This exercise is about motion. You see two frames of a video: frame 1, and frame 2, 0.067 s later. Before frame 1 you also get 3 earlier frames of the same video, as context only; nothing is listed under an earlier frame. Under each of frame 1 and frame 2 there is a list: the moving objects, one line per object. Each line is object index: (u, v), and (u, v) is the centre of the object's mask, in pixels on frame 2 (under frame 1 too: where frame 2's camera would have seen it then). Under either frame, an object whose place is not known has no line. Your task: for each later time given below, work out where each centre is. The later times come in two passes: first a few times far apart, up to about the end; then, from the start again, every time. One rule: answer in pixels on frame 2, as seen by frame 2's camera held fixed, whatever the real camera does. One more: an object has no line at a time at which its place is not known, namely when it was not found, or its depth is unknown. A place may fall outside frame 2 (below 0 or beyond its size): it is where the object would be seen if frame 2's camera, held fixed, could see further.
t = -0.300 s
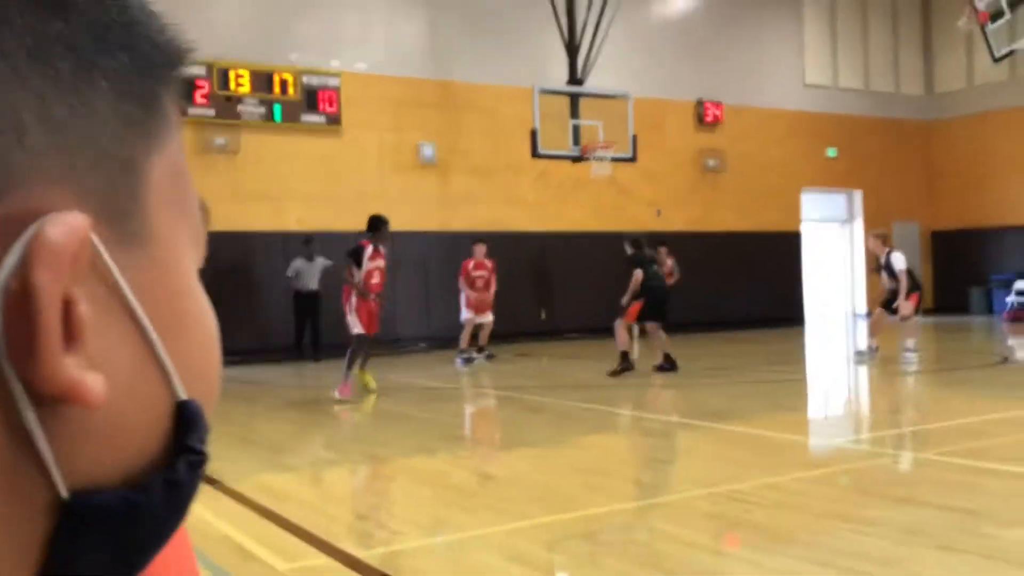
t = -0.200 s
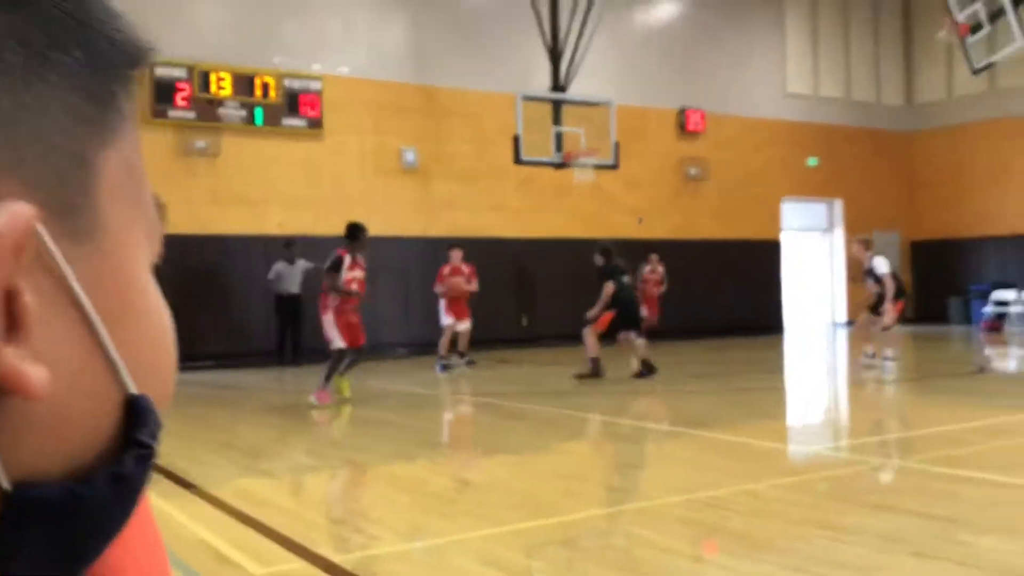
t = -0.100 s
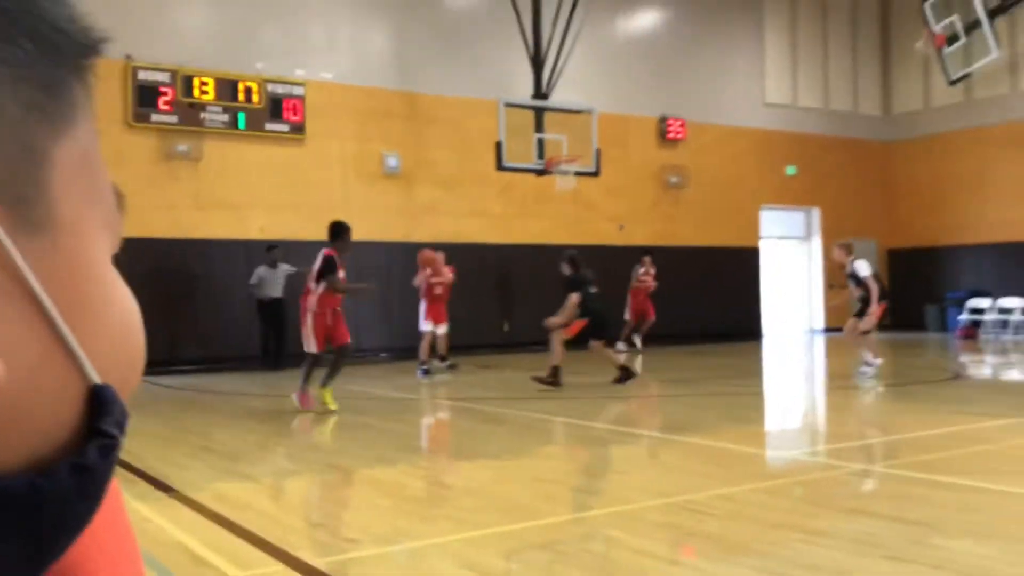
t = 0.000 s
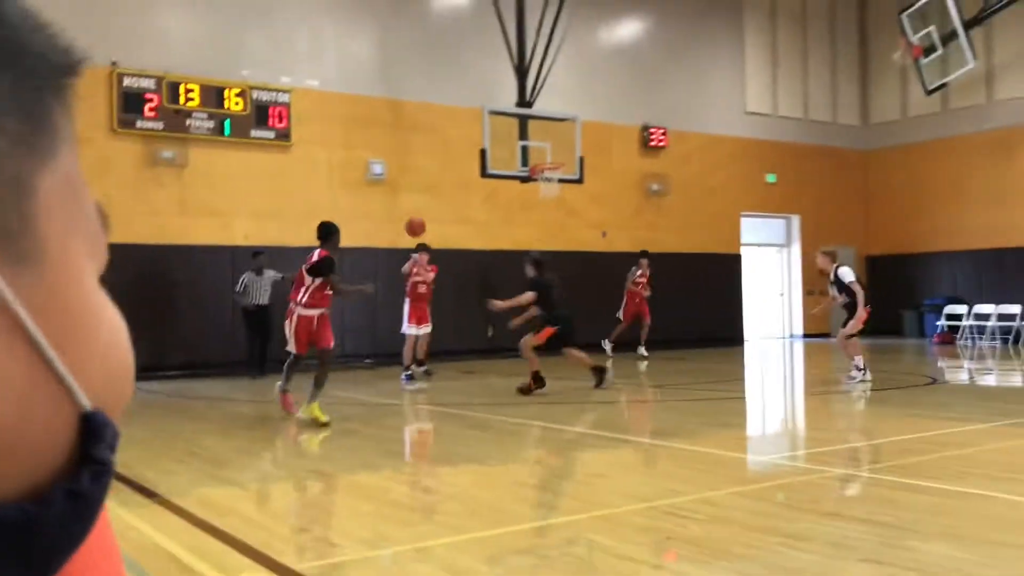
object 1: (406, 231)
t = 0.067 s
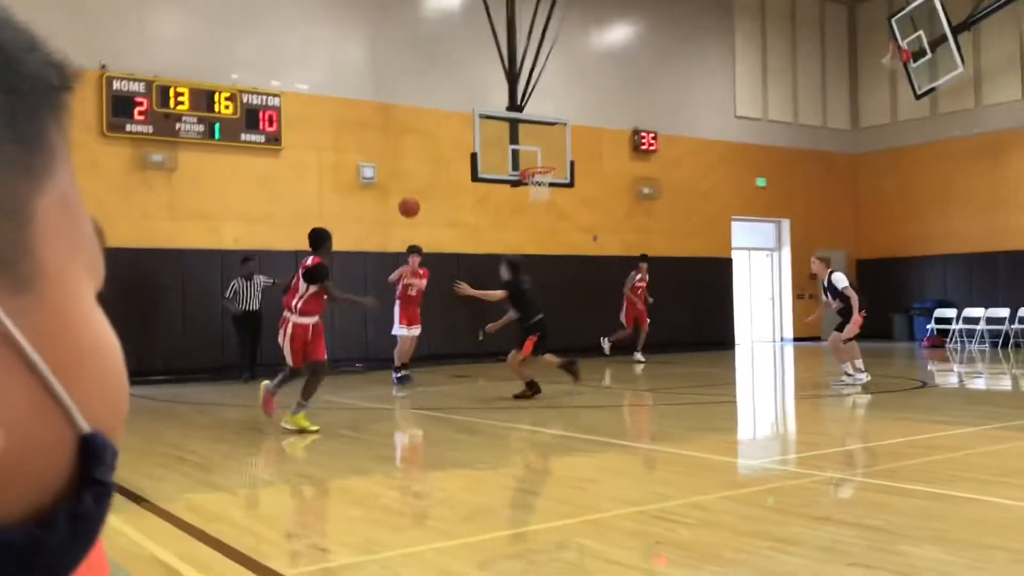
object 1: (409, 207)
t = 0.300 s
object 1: (422, 139)
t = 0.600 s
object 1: (453, 115)
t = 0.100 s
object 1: (410, 196)
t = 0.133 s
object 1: (412, 185)
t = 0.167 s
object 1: (414, 175)
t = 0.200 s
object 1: (415, 165)
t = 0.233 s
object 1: (418, 156)
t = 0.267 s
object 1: (420, 147)
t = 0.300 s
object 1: (422, 139)
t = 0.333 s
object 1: (424, 132)
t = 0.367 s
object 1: (427, 127)
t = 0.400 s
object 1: (430, 121)
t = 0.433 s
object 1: (433, 117)
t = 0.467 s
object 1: (437, 114)
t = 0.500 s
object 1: (440, 112)
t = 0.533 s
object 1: (444, 112)
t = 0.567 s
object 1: (448, 112)
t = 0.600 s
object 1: (453, 115)
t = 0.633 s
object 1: (458, 119)
